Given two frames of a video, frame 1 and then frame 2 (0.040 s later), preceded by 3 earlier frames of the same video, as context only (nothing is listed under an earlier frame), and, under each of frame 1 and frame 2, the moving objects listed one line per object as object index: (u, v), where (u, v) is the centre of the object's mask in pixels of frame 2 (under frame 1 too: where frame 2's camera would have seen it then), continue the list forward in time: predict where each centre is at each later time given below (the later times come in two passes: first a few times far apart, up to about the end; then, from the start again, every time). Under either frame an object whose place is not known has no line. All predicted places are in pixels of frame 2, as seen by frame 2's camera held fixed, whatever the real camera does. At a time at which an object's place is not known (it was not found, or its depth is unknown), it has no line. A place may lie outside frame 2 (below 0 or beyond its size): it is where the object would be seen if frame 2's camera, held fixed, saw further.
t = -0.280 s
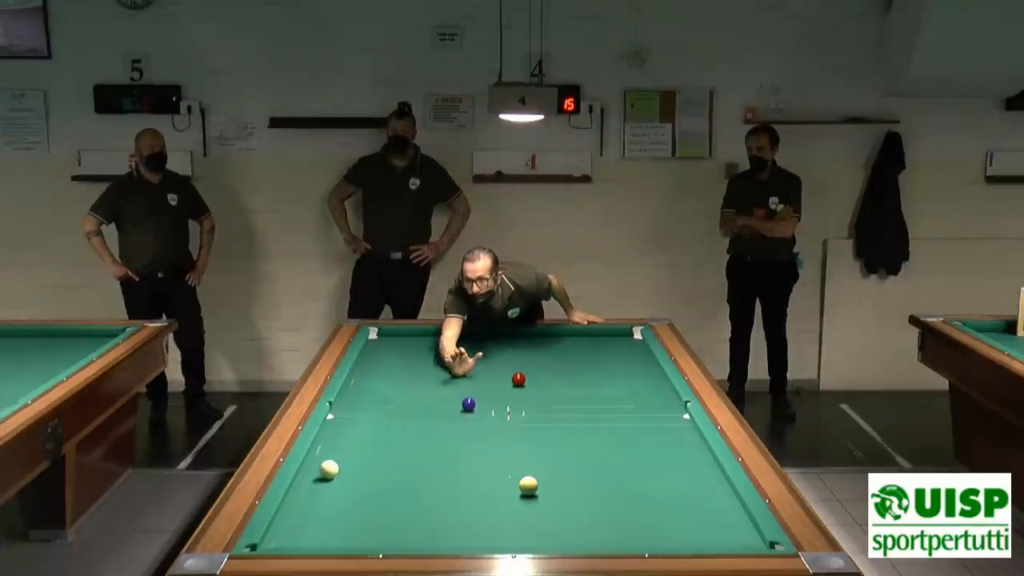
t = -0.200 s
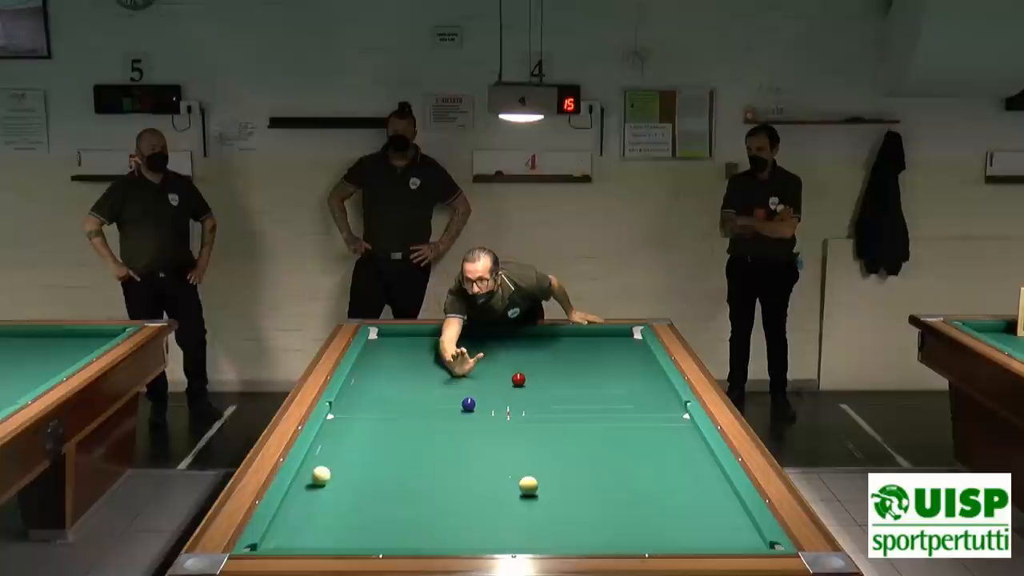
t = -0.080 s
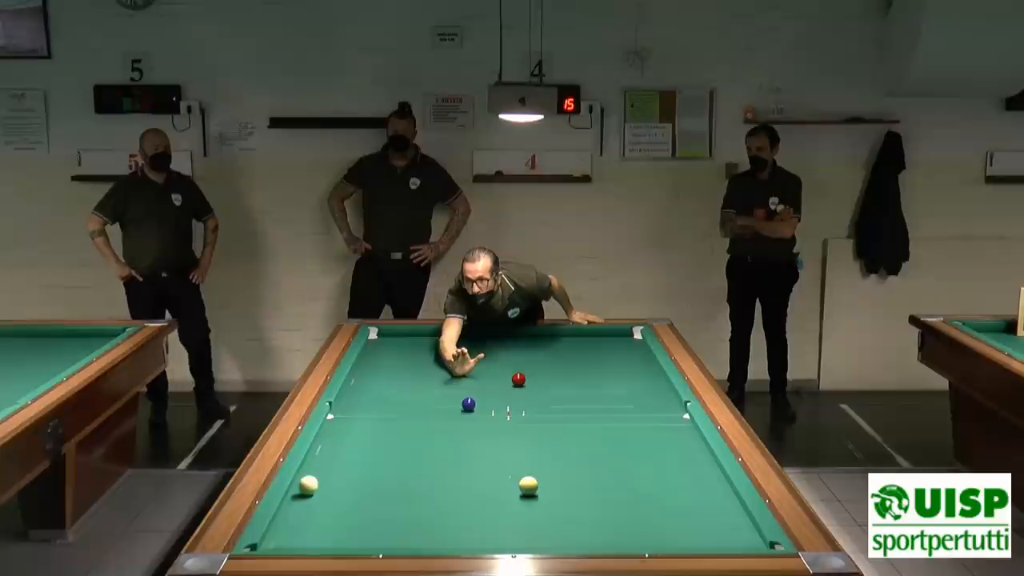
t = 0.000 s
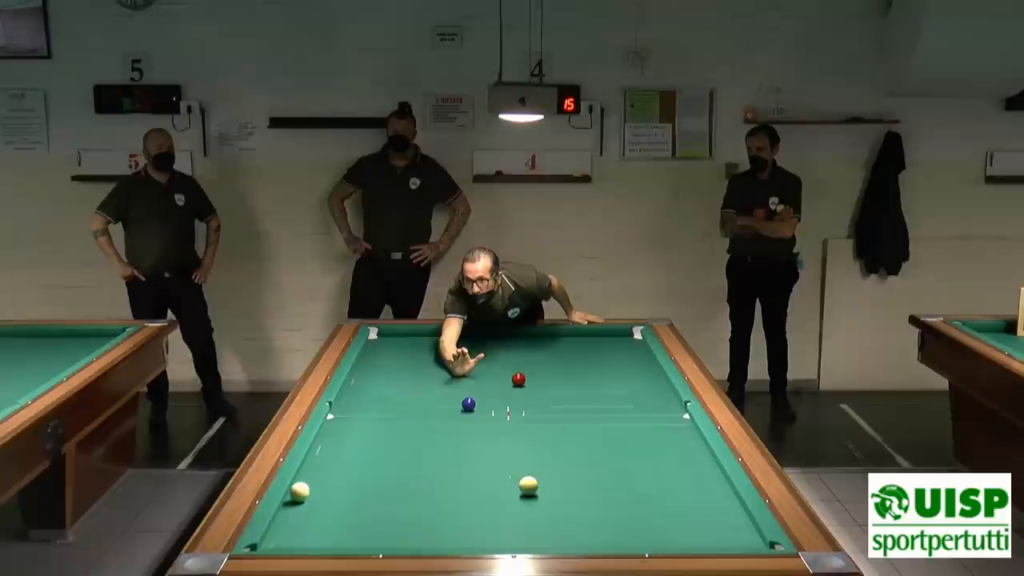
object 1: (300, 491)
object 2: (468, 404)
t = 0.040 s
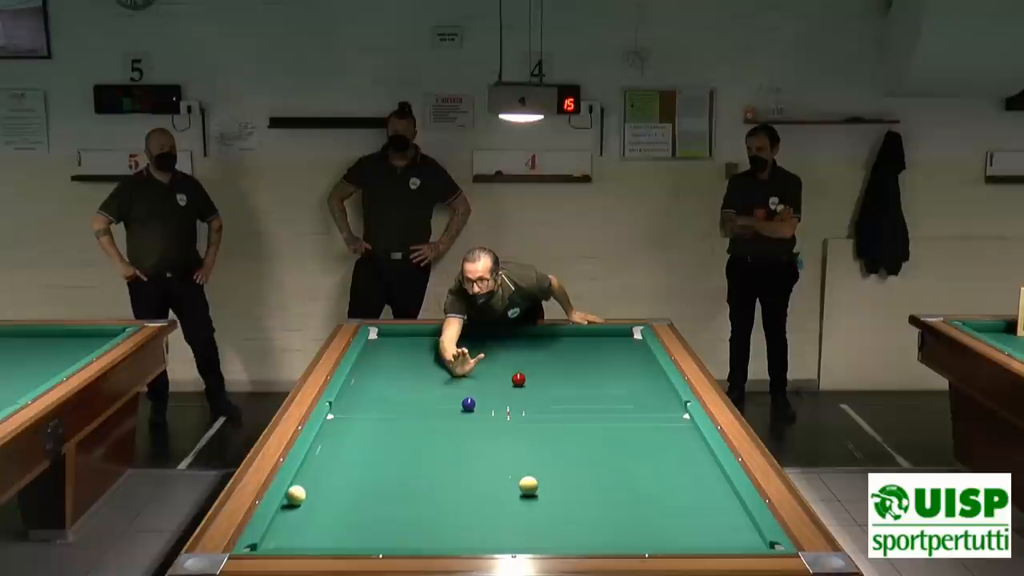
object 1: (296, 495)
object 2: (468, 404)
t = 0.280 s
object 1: (295, 514)
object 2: (468, 404)
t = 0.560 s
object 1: (294, 535)
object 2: (468, 404)
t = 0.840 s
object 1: (302, 540)
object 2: (468, 404)
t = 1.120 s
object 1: (319, 530)
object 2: (468, 404)
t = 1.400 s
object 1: (335, 516)
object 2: (468, 404)
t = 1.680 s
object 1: (349, 503)
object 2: (468, 404)
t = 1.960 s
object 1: (362, 492)
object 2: (468, 404)
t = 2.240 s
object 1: (374, 482)
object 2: (468, 404)
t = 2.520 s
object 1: (385, 472)
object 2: (468, 404)
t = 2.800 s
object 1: (395, 464)
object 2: (468, 404)
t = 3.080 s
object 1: (404, 456)
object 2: (468, 404)
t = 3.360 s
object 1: (412, 449)
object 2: (468, 404)
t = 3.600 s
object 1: (418, 443)
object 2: (468, 404)
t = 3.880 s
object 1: (425, 436)
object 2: (468, 404)
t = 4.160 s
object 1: (431, 431)
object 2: (468, 404)
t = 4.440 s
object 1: (437, 425)
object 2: (468, 404)
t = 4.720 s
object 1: (442, 420)
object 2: (468, 404)
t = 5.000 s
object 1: (446, 416)
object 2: (468, 404)
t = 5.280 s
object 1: (451, 411)
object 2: (468, 404)
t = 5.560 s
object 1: (455, 408)
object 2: (469, 404)
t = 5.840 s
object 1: (455, 405)
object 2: (472, 404)
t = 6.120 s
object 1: (454, 403)
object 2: (477, 402)
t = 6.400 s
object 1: (452, 401)
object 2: (482, 401)
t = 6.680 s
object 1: (451, 400)
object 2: (486, 401)
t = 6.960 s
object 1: (449, 398)
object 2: (489, 400)
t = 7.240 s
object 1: (448, 397)
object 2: (491, 399)
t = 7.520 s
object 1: (448, 397)
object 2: (493, 399)
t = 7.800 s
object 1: (448, 396)
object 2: (494, 398)
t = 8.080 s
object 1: (448, 396)
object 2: (494, 398)
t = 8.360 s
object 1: (448, 396)
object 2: (493, 398)
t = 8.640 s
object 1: (448, 396)
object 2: (493, 398)
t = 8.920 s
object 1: (448, 396)
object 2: (493, 398)
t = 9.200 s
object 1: (448, 396)
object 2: (493, 398)
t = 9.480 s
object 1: (448, 396)
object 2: (493, 398)
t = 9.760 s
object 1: (448, 396)
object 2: (493, 398)
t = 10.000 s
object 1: (448, 396)
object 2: (493, 398)
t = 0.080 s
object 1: (296, 498)
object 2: (468, 404)
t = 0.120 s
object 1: (296, 501)
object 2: (468, 404)
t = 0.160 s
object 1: (295, 504)
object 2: (468, 404)
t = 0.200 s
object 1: (295, 507)
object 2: (468, 404)
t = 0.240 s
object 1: (295, 510)
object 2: (468, 404)
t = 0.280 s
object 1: (295, 514)
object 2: (468, 404)
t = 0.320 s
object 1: (295, 517)
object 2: (468, 404)
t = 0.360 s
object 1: (295, 520)
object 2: (468, 404)
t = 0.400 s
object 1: (295, 523)
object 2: (468, 404)
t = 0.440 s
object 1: (294, 527)
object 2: (468, 404)
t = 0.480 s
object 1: (294, 530)
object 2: (468, 404)
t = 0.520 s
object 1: (294, 533)
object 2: (468, 404)
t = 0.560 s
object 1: (294, 535)
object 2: (468, 404)
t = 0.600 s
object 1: (295, 537)
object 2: (468, 404)
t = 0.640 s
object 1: (295, 540)
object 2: (468, 404)
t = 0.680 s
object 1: (294, 542)
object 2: (468, 404)
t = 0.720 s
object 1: (294, 545)
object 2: (468, 404)
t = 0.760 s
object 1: (296, 544)
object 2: (468, 404)
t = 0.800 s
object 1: (300, 542)
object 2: (468, 404)
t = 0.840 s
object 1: (302, 540)
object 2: (468, 404)
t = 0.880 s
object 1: (305, 539)
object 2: (468, 404)
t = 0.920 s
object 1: (308, 537)
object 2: (468, 404)
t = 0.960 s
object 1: (309, 536)
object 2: (468, 404)
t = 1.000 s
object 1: (311, 536)
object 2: (468, 404)
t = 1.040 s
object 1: (314, 533)
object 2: (468, 404)
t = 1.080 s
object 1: (316, 532)
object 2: (468, 404)
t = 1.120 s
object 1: (319, 530)
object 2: (468, 404)
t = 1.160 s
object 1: (321, 527)
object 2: (468, 404)
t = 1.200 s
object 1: (324, 526)
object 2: (468, 404)
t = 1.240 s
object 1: (326, 524)
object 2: (468, 404)
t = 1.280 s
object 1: (328, 521)
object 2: (468, 404)
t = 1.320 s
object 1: (330, 520)
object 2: (468, 404)
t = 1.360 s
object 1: (332, 518)
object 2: (468, 404)
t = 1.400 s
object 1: (335, 516)
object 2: (468, 404)
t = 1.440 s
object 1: (337, 514)
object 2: (468, 404)
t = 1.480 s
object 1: (339, 512)
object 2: (468, 405)
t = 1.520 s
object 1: (341, 510)
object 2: (468, 404)
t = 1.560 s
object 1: (343, 509)
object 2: (468, 405)
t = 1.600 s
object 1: (345, 507)
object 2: (468, 405)
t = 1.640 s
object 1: (347, 505)
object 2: (468, 404)
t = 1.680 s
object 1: (349, 503)
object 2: (468, 404)
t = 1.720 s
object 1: (351, 502)
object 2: (468, 404)
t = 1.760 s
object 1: (353, 500)
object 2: (468, 404)
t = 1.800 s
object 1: (355, 499)
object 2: (468, 404)
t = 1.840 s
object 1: (357, 497)
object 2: (468, 404)
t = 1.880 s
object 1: (359, 495)
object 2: (468, 404)
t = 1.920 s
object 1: (360, 494)
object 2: (468, 404)
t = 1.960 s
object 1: (362, 492)
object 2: (468, 404)
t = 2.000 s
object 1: (364, 490)
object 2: (468, 404)
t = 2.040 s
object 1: (366, 489)
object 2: (468, 404)
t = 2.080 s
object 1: (367, 488)
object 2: (468, 404)
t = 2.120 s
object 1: (369, 486)
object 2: (468, 404)
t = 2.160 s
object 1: (371, 485)
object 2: (468, 404)
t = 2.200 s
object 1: (373, 483)
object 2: (468, 405)
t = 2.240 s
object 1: (374, 482)
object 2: (468, 404)
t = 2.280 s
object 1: (376, 480)
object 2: (468, 404)
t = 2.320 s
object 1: (377, 479)
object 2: (468, 404)
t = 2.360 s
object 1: (379, 478)
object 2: (468, 405)
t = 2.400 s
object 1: (380, 476)
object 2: (468, 404)
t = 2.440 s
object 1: (382, 475)
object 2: (468, 404)
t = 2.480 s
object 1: (383, 474)
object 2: (468, 404)
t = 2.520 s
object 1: (385, 472)
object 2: (468, 404)
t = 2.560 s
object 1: (386, 471)
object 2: (468, 404)
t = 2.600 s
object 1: (388, 470)
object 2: (468, 404)
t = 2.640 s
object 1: (389, 469)
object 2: (468, 404)
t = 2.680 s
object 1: (391, 467)
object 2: (468, 404)
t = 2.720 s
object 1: (392, 466)
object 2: (468, 404)
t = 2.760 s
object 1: (394, 465)
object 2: (468, 405)
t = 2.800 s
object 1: (395, 464)
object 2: (468, 404)
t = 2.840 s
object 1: (396, 463)
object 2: (468, 404)
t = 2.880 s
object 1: (398, 462)
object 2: (468, 404)
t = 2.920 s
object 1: (399, 460)
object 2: (468, 404)
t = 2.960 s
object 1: (400, 459)
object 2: (468, 404)
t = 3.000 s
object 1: (401, 458)
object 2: (468, 404)
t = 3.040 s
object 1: (403, 457)
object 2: (468, 404)
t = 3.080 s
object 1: (404, 456)
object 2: (468, 404)
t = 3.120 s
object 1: (405, 455)
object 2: (468, 404)
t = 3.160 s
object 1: (406, 454)
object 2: (468, 404)
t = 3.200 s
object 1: (407, 453)
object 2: (468, 404)
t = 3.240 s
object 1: (409, 452)
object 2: (468, 404)
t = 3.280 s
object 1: (410, 451)
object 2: (468, 404)
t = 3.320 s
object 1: (411, 450)
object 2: (468, 404)
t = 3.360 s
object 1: (412, 449)
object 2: (468, 404)
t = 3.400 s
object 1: (413, 448)
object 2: (468, 404)
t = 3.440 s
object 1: (414, 447)
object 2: (468, 404)
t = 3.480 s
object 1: (415, 446)
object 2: (468, 404)
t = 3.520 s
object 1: (416, 445)
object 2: (468, 404)
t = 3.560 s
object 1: (417, 444)
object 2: (468, 404)
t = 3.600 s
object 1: (418, 443)
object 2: (468, 404)
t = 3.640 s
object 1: (419, 442)
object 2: (468, 404)
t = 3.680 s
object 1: (420, 441)
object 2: (468, 404)
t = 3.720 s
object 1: (421, 440)
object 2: (468, 404)
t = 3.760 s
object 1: (422, 439)
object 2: (468, 404)
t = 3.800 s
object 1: (423, 438)
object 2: (468, 404)
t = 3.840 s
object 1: (424, 437)
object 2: (468, 404)
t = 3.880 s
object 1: (425, 436)
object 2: (468, 404)
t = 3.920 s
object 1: (426, 436)
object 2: (468, 404)
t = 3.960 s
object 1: (427, 435)
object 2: (468, 404)
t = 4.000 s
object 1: (428, 434)
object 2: (468, 404)
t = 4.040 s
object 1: (428, 433)
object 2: (468, 404)
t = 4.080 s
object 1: (429, 432)
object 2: (468, 404)
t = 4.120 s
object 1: (430, 431)
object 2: (468, 404)
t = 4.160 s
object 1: (431, 431)
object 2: (468, 404)
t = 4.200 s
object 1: (432, 430)
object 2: (468, 404)
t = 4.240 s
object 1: (433, 429)
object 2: (468, 404)
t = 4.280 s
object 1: (434, 428)
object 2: (468, 404)
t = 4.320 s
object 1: (434, 427)
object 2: (468, 404)
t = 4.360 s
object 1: (435, 427)
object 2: (468, 404)
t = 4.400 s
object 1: (436, 426)
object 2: (468, 404)
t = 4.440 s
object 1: (437, 425)
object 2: (468, 404)
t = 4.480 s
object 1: (437, 425)
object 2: (468, 404)
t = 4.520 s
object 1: (438, 424)
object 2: (468, 404)
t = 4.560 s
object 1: (439, 423)
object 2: (468, 404)
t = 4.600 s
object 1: (440, 422)
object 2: (468, 404)
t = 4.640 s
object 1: (440, 422)
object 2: (468, 404)
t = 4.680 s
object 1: (441, 421)
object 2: (468, 404)
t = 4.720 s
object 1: (442, 420)
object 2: (468, 404)
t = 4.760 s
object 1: (443, 420)
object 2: (468, 404)
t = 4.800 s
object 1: (443, 419)
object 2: (468, 404)
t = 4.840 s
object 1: (444, 418)
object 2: (468, 404)
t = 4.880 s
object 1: (445, 418)
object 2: (468, 404)
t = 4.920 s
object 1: (445, 417)
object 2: (468, 404)
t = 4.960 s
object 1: (446, 416)
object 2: (468, 404)
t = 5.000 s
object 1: (446, 416)
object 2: (468, 404)
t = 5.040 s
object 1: (447, 415)
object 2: (468, 404)
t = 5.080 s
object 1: (448, 414)
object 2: (468, 404)
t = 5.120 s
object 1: (448, 414)
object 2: (468, 404)
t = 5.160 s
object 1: (449, 413)
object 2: (468, 404)
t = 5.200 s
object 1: (450, 413)
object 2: (468, 404)
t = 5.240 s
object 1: (450, 412)
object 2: (468, 404)
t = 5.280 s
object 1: (451, 411)
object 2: (468, 404)
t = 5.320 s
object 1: (451, 411)
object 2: (468, 404)
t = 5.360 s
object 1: (452, 410)
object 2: (468, 404)
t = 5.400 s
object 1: (452, 410)
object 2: (468, 404)
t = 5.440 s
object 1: (453, 409)
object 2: (468, 404)
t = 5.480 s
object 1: (454, 409)
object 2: (468, 404)
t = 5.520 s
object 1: (454, 408)
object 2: (468, 404)
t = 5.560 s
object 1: (455, 408)
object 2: (469, 404)
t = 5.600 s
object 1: (455, 407)
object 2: (469, 404)
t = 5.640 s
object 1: (456, 406)
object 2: (469, 404)
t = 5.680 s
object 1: (456, 406)
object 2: (469, 404)
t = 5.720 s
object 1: (456, 406)
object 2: (470, 404)
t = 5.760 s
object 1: (456, 406)
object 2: (470, 404)
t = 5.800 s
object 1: (455, 405)
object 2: (471, 404)
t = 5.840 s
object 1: (455, 405)
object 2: (472, 404)
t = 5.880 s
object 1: (455, 405)
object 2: (472, 403)
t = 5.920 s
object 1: (455, 404)
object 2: (473, 403)
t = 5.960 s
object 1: (454, 404)
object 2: (474, 403)
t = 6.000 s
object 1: (454, 404)
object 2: (475, 403)
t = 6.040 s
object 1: (454, 403)
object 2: (476, 403)
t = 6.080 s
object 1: (454, 403)
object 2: (476, 403)
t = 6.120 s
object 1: (454, 403)
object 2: (477, 402)
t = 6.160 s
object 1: (453, 402)
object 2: (478, 402)
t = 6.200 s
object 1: (453, 402)
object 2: (479, 402)
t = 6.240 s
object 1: (453, 402)
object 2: (479, 402)
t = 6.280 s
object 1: (453, 402)
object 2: (480, 402)
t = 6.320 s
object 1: (453, 402)
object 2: (480, 402)
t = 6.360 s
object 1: (452, 401)
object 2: (481, 401)
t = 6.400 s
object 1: (452, 401)
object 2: (482, 401)
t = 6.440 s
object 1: (452, 401)
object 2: (482, 401)
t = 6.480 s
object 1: (452, 401)
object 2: (483, 401)
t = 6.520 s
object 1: (451, 400)
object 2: (483, 401)
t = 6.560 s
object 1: (451, 400)
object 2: (484, 401)
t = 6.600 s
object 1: (451, 400)
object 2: (485, 401)
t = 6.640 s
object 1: (451, 400)
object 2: (485, 401)
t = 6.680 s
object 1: (451, 400)
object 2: (486, 401)
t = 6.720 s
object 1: (451, 399)
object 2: (486, 400)
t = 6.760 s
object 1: (451, 399)
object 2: (487, 400)
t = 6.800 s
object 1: (450, 399)
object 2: (487, 400)
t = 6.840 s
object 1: (450, 399)
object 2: (488, 400)
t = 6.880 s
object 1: (450, 399)
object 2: (488, 400)
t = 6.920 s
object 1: (450, 399)
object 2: (488, 400)
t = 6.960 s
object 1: (449, 398)
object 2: (489, 400)
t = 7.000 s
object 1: (449, 398)
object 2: (489, 400)
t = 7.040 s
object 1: (449, 398)
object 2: (490, 400)
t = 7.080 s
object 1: (449, 398)
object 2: (490, 399)
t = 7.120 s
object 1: (449, 398)
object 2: (490, 399)
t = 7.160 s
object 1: (449, 398)
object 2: (490, 399)
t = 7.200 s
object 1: (449, 397)
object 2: (491, 399)
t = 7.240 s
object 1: (448, 397)
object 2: (491, 399)
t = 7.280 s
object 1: (448, 397)
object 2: (491, 399)
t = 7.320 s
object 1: (448, 397)
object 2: (492, 399)
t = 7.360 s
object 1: (448, 397)
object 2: (492, 399)
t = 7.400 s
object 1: (448, 397)
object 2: (492, 399)
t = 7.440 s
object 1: (448, 397)
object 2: (492, 399)
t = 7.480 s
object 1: (448, 397)
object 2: (493, 399)
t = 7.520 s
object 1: (448, 397)
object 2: (493, 399)
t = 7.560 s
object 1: (448, 397)
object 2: (493, 398)
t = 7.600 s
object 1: (448, 396)
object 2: (493, 398)
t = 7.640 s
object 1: (448, 396)
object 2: (493, 398)
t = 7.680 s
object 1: (448, 396)
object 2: (493, 398)
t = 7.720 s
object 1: (448, 396)
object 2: (494, 398)
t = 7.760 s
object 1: (448, 396)
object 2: (494, 398)
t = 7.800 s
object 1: (448, 396)
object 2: (494, 398)
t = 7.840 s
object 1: (448, 396)
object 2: (494, 398)
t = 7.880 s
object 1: (448, 396)
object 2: (494, 398)
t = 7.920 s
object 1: (448, 396)
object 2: (494, 398)
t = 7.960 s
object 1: (448, 396)
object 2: (494, 398)
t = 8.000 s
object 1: (448, 396)
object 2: (494, 398)
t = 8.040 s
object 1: (448, 396)
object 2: (494, 398)
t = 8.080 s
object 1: (448, 396)
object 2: (494, 398)
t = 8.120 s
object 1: (448, 396)
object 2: (494, 398)
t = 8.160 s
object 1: (448, 396)
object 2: (493, 398)
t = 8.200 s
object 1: (448, 396)
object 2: (493, 398)
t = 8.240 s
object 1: (448, 396)
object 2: (493, 398)
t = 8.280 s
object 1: (448, 396)
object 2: (493, 398)
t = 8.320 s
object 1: (448, 396)
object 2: (493, 398)
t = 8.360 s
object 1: (448, 396)
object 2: (493, 398)
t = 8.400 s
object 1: (448, 396)
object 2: (493, 398)
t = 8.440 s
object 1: (448, 396)
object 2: (493, 398)
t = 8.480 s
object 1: (448, 396)
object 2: (493, 398)
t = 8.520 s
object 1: (448, 396)
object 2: (493, 398)
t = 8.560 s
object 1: (448, 396)
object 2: (493, 398)
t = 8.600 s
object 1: (448, 396)
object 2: (493, 398)
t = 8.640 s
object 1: (448, 396)
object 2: (493, 398)
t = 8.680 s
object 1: (448, 396)
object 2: (493, 398)
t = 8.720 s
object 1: (448, 396)
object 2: (493, 398)
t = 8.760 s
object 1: (448, 396)
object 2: (493, 398)
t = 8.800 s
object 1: (448, 396)
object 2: (493, 398)
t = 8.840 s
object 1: (448, 396)
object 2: (493, 398)
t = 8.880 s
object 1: (448, 396)
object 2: (493, 398)
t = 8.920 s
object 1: (448, 396)
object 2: (493, 398)
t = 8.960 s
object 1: (448, 396)
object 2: (493, 398)
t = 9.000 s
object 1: (448, 396)
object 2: (493, 398)
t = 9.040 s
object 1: (448, 396)
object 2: (493, 398)
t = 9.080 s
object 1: (448, 396)
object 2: (493, 398)
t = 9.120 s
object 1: (448, 396)
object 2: (493, 398)
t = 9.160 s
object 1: (448, 396)
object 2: (493, 398)
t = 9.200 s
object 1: (448, 396)
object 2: (493, 398)
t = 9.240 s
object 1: (448, 396)
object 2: (493, 398)
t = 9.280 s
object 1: (448, 396)
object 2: (493, 398)
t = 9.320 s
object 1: (448, 396)
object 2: (493, 398)
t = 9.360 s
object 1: (448, 396)
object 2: (493, 398)
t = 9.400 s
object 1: (448, 396)
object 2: (493, 398)
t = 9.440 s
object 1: (448, 396)
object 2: (493, 398)
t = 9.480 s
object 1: (448, 396)
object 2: (493, 398)
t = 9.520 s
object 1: (448, 396)
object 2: (493, 398)
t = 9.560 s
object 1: (448, 396)
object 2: (493, 398)
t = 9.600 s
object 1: (448, 396)
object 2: (493, 398)
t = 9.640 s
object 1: (448, 396)
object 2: (493, 398)
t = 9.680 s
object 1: (448, 396)
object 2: (493, 398)
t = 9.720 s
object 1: (448, 396)
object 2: (493, 398)
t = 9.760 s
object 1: (448, 396)
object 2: (493, 398)
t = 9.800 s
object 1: (448, 396)
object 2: (493, 398)
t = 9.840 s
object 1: (448, 396)
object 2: (493, 398)
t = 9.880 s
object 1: (448, 396)
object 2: (493, 398)
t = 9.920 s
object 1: (448, 396)
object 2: (493, 398)
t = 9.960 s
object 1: (448, 396)
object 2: (493, 398)
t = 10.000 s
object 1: (448, 396)
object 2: (493, 398)
